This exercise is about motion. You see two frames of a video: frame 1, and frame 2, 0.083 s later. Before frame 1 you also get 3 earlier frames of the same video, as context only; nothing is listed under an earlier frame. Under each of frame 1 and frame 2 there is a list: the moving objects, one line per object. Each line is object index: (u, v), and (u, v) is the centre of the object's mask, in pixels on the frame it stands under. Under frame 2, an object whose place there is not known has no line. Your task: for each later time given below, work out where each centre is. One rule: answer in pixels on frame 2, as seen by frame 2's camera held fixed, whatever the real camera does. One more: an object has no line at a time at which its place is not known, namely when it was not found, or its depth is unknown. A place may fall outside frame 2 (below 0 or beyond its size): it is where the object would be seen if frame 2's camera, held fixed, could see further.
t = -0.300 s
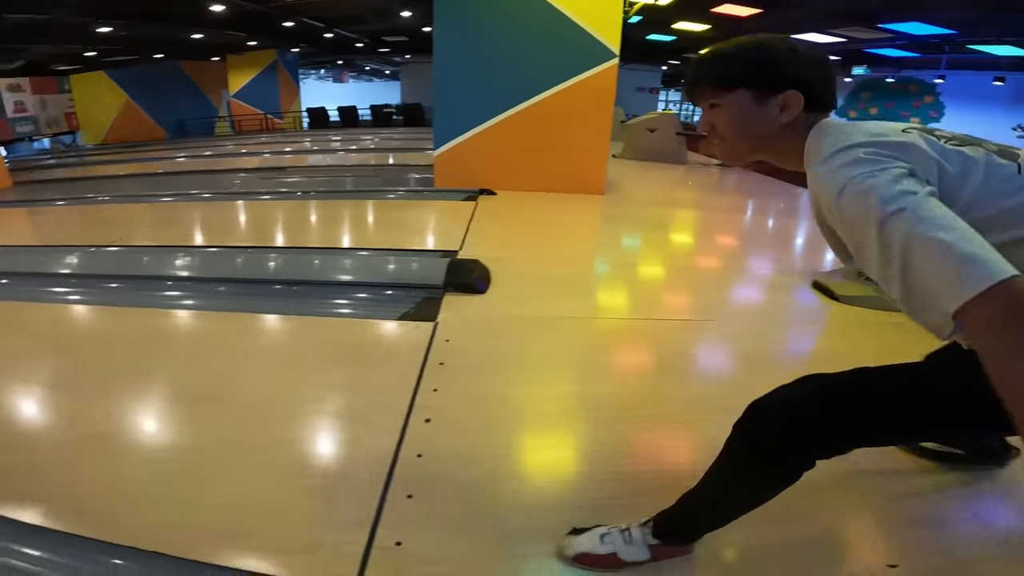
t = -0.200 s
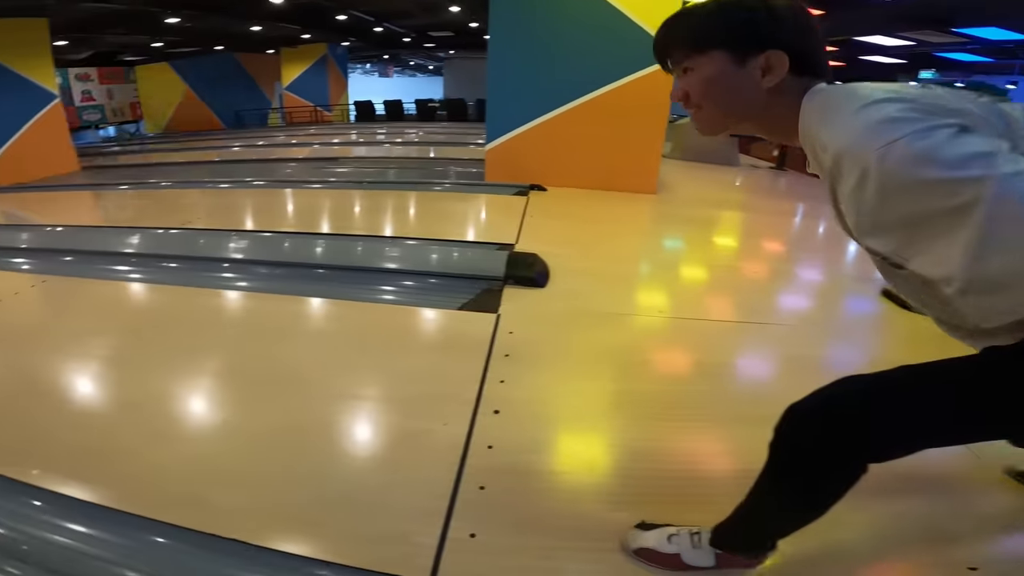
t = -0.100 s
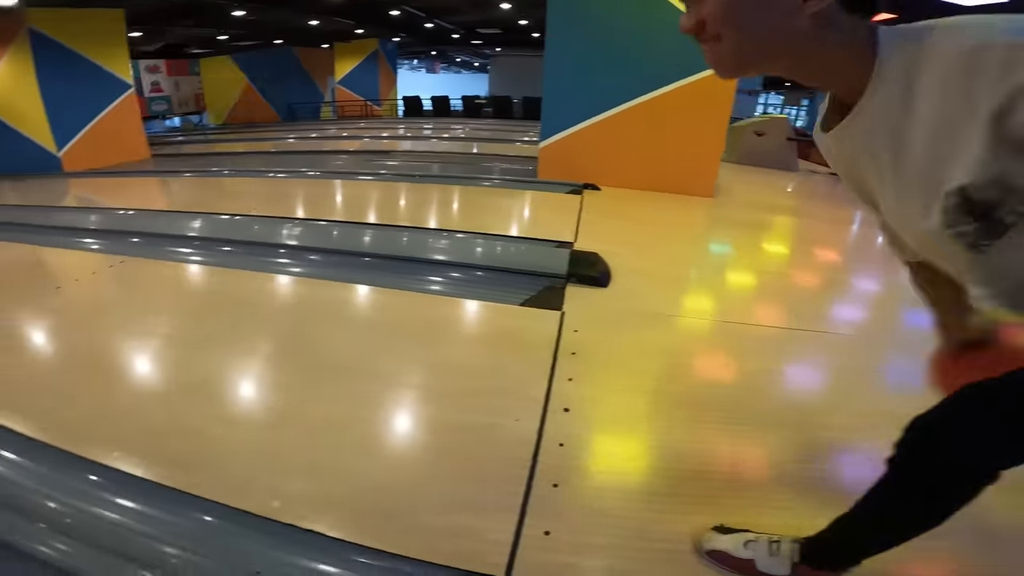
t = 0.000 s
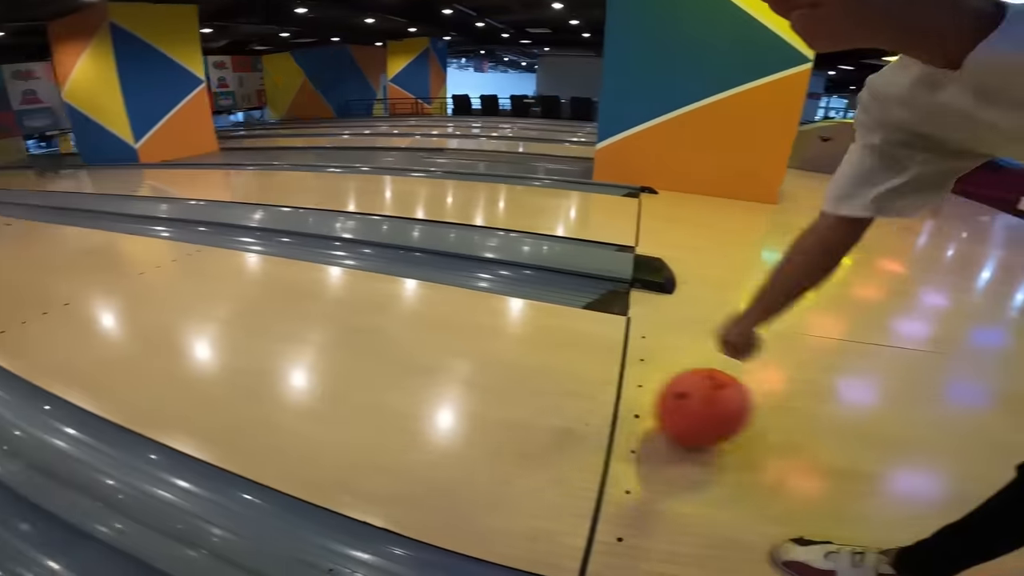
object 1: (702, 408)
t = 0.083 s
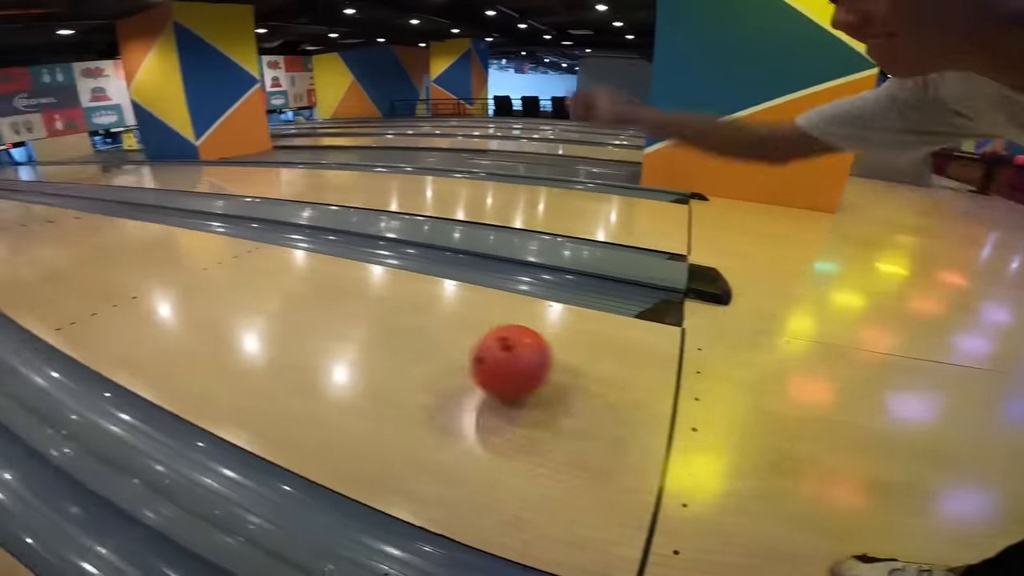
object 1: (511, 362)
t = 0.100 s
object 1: (471, 354)
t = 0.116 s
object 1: (436, 346)
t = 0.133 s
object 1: (403, 336)
